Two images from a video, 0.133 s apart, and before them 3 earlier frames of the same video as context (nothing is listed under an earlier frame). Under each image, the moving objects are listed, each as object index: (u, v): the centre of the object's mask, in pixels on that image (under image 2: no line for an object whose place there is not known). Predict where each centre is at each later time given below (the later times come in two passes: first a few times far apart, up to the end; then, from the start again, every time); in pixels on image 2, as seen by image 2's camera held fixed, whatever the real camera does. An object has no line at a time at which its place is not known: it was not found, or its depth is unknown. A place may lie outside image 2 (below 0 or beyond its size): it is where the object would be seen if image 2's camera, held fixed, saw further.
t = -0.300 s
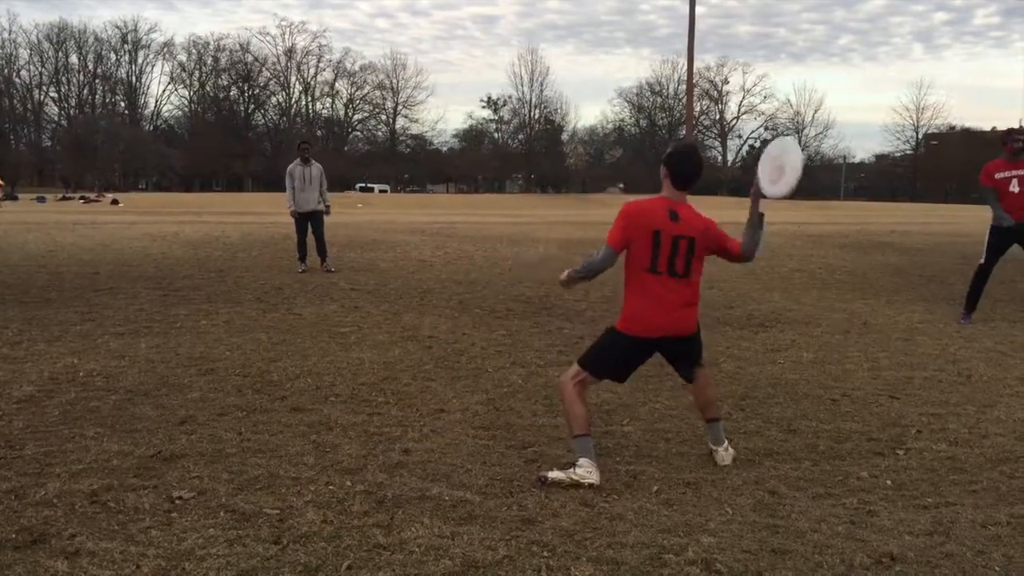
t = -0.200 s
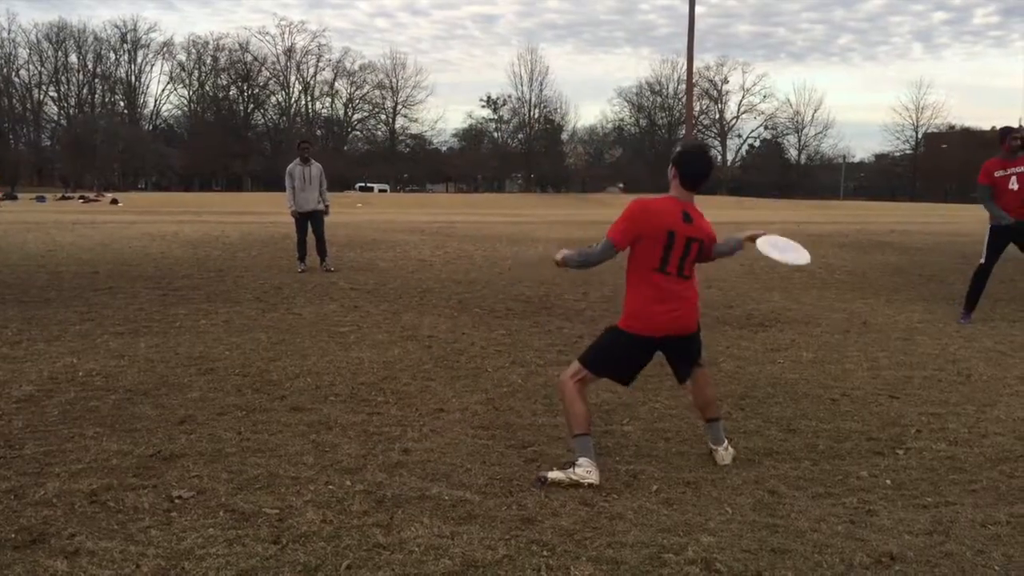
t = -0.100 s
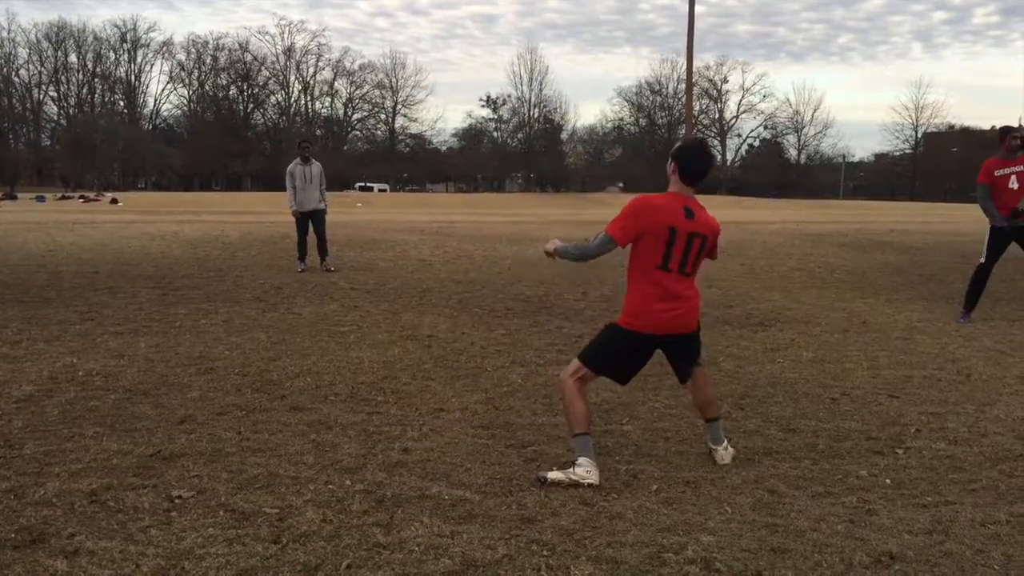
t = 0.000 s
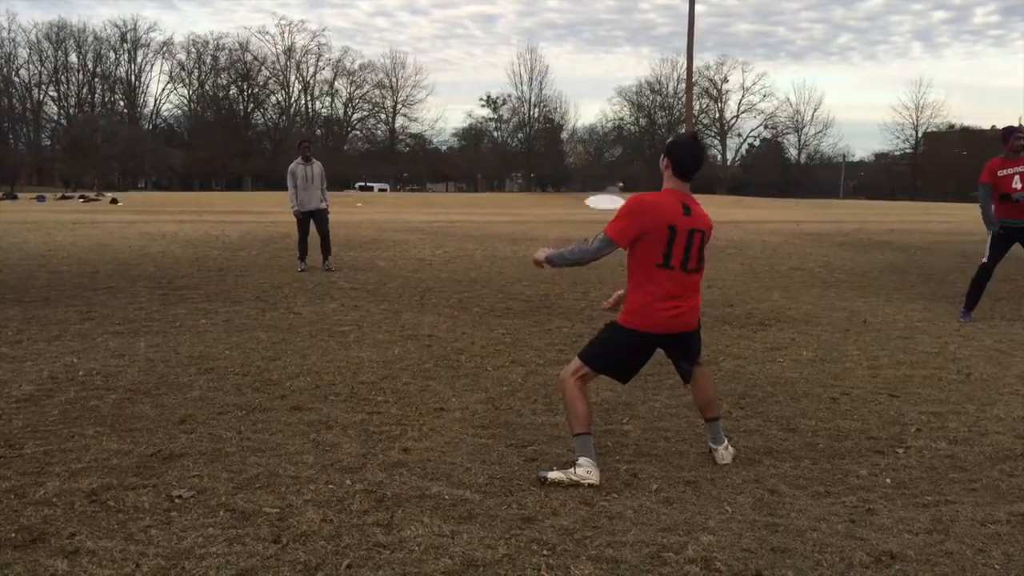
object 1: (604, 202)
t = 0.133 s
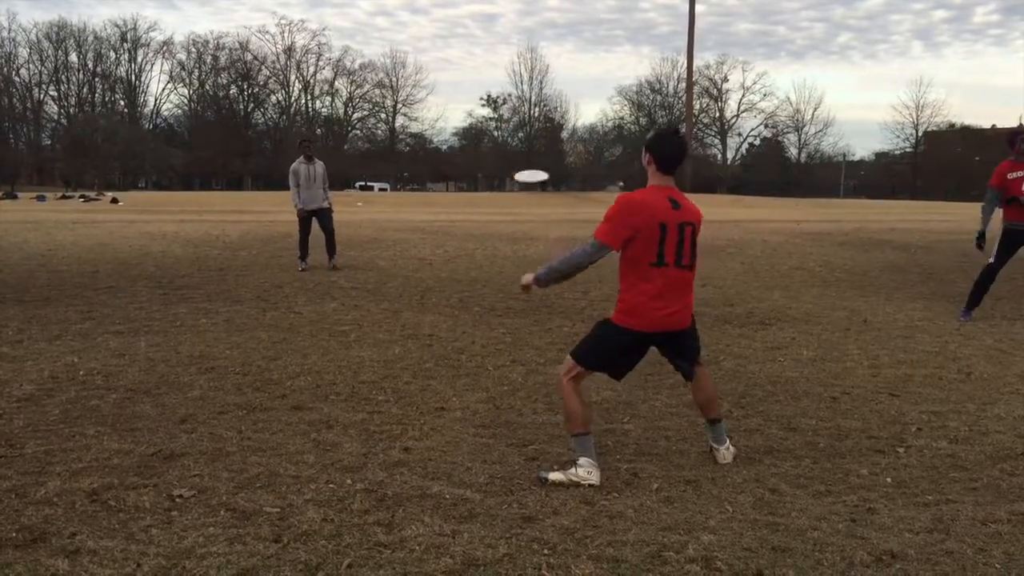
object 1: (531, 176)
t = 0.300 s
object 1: (466, 157)
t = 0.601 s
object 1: (388, 146)
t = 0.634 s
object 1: (380, 146)
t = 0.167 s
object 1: (516, 171)
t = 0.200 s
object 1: (502, 167)
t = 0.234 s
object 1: (489, 163)
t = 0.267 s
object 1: (477, 160)
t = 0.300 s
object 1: (466, 157)
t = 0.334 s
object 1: (455, 155)
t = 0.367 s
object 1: (445, 153)
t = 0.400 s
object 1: (436, 151)
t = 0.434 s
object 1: (427, 150)
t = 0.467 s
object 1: (418, 149)
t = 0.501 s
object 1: (409, 148)
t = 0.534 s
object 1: (402, 147)
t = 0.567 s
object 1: (395, 147)
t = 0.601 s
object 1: (388, 146)
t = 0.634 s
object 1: (380, 146)
